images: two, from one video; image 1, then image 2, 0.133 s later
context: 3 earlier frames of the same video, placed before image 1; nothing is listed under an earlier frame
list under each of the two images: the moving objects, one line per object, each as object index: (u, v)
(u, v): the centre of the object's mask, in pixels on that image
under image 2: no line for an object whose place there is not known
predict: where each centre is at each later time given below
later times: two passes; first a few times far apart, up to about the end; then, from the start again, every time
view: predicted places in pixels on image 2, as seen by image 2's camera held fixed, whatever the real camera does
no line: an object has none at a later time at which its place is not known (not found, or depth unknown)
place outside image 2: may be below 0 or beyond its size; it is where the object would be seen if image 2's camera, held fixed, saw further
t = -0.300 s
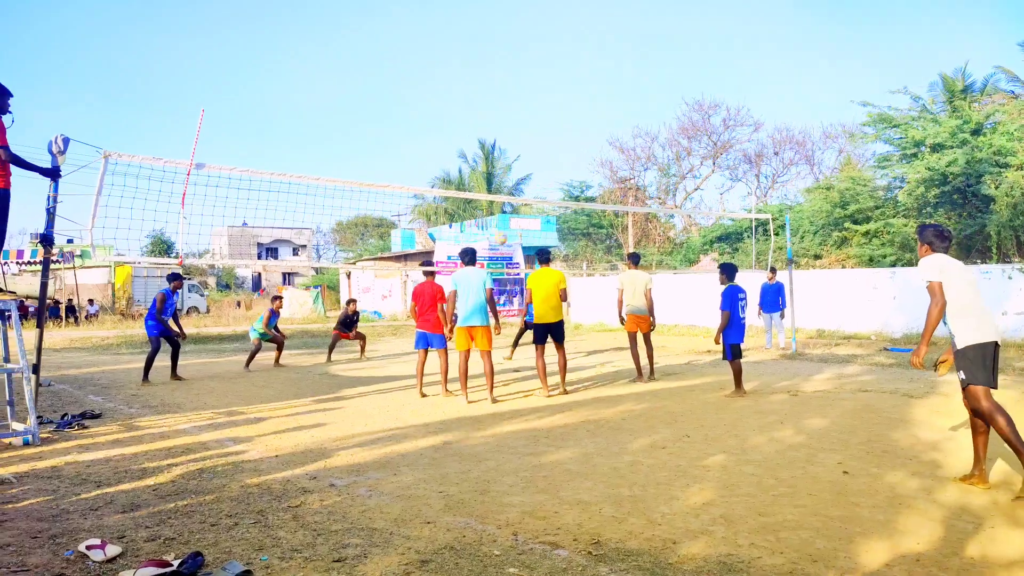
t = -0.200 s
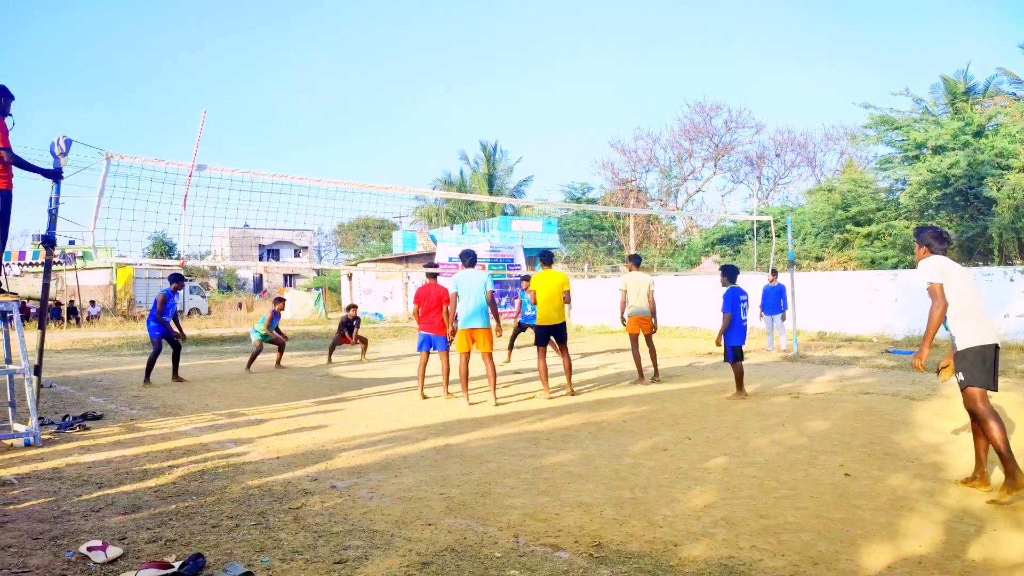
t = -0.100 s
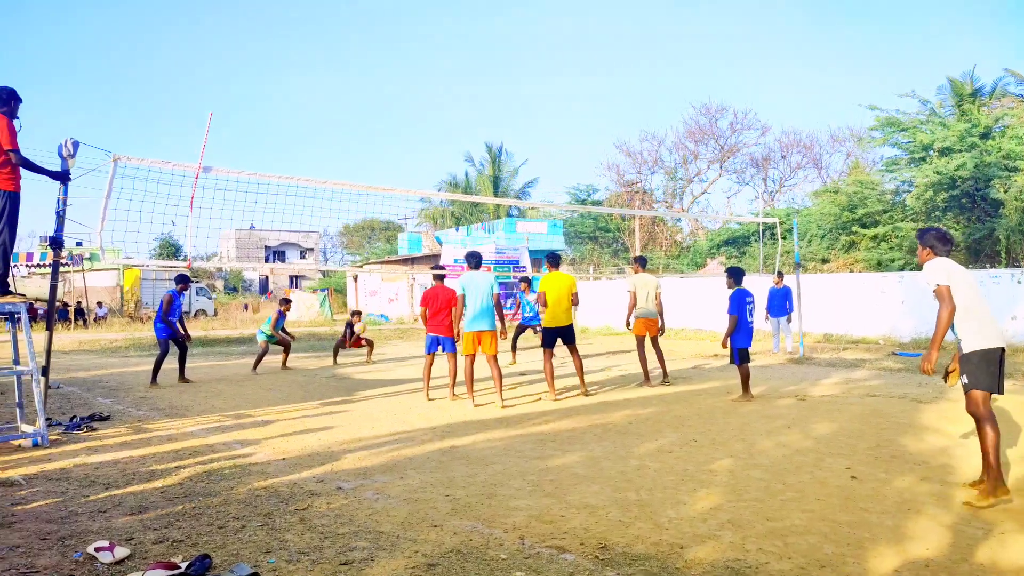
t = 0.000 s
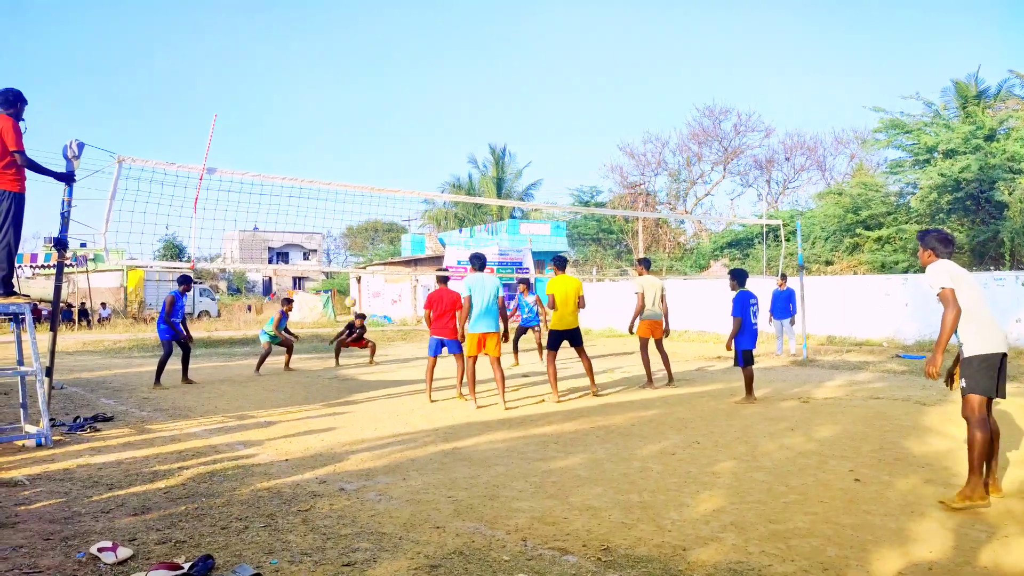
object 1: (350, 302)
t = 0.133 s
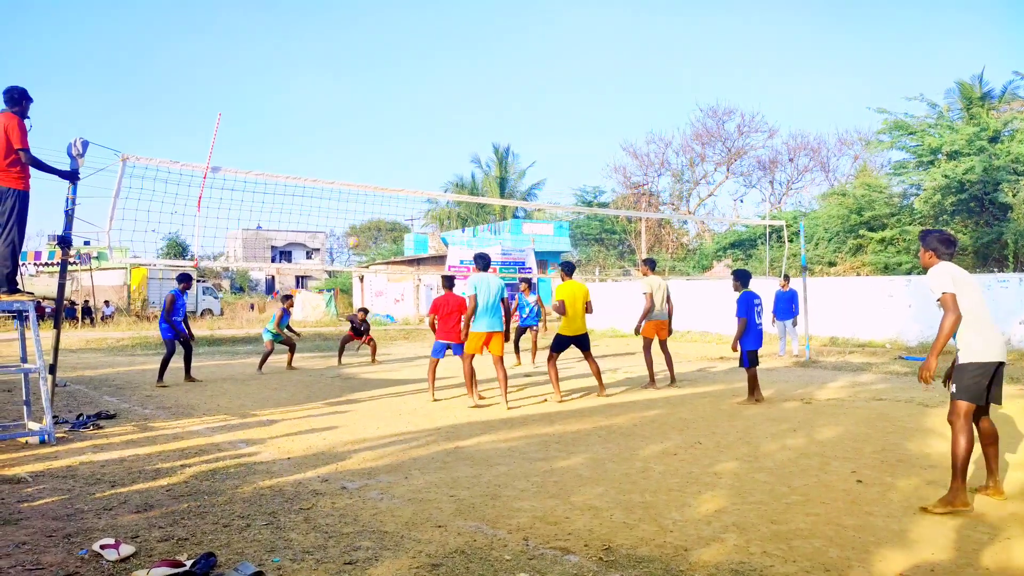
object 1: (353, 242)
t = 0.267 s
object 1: (354, 193)
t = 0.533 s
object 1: (354, 106)
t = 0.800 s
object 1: (355, 54)
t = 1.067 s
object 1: (356, 42)
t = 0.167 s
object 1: (353, 230)
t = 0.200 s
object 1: (354, 216)
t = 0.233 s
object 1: (354, 203)
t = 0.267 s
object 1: (354, 193)
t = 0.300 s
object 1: (354, 178)
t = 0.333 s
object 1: (354, 167)
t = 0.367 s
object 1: (354, 155)
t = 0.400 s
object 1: (355, 145)
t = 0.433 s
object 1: (354, 134)
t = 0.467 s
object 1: (354, 124)
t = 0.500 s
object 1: (354, 115)
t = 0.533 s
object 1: (354, 106)
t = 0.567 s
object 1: (355, 98)
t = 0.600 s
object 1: (355, 90)
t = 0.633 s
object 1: (355, 82)
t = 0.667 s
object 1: (355, 76)
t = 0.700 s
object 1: (355, 69)
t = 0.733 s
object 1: (355, 63)
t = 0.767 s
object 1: (355, 58)
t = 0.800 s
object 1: (355, 54)
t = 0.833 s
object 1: (355, 50)
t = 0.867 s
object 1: (355, 47)
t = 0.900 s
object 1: (355, 44)
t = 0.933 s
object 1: (356, 42)
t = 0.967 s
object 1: (356, 41)
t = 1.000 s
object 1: (356, 41)
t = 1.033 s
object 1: (356, 41)
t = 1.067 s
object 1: (356, 42)
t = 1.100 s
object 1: (356, 45)
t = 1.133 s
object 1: (356, 48)
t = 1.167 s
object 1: (357, 52)
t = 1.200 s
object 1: (357, 57)
